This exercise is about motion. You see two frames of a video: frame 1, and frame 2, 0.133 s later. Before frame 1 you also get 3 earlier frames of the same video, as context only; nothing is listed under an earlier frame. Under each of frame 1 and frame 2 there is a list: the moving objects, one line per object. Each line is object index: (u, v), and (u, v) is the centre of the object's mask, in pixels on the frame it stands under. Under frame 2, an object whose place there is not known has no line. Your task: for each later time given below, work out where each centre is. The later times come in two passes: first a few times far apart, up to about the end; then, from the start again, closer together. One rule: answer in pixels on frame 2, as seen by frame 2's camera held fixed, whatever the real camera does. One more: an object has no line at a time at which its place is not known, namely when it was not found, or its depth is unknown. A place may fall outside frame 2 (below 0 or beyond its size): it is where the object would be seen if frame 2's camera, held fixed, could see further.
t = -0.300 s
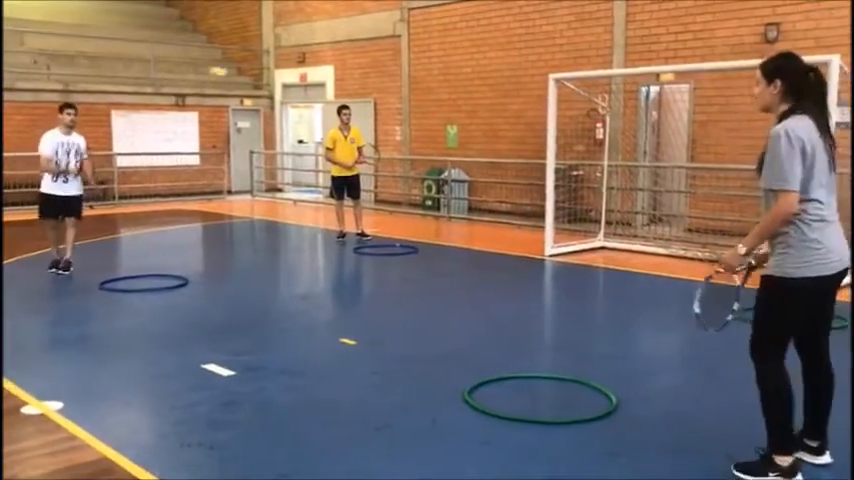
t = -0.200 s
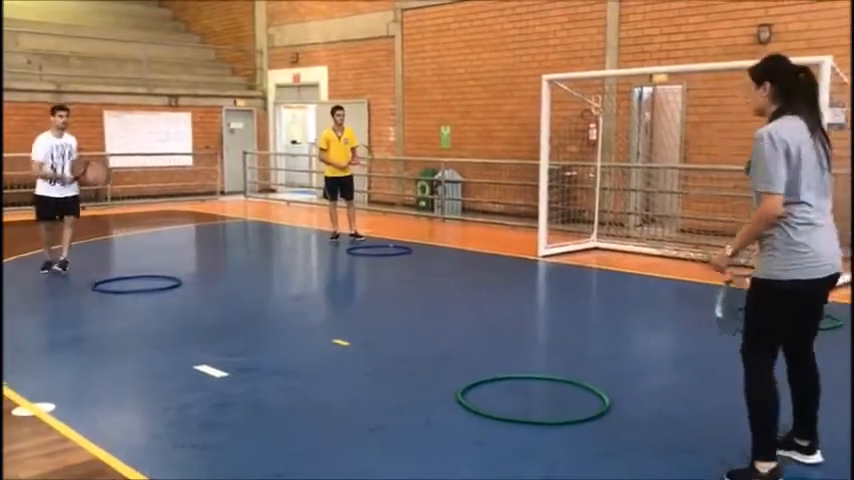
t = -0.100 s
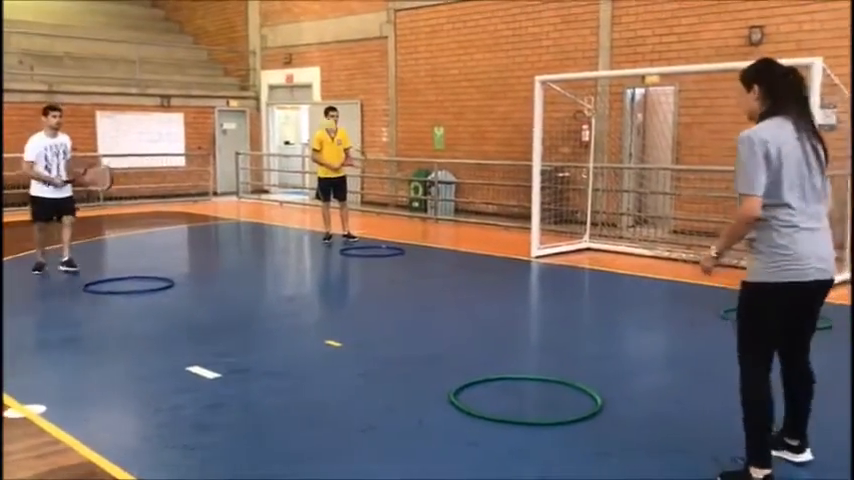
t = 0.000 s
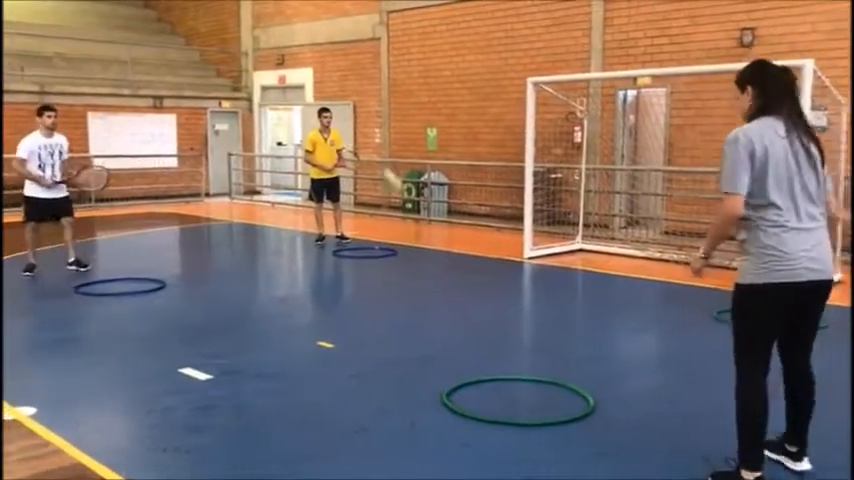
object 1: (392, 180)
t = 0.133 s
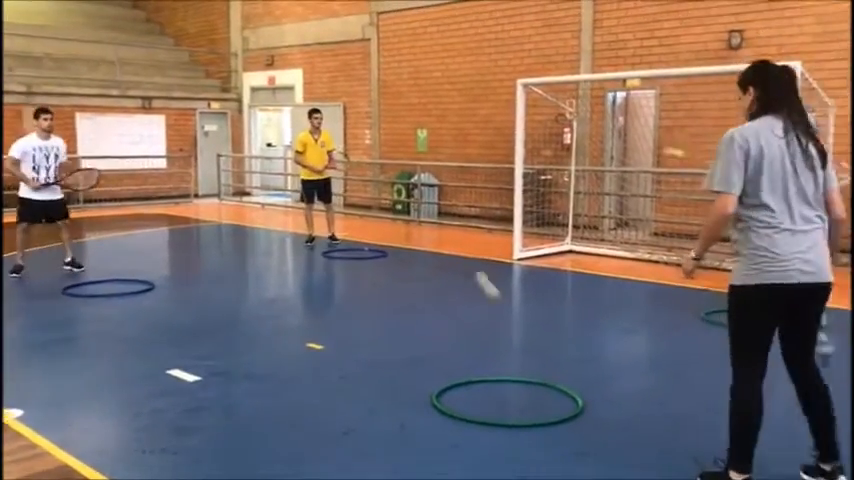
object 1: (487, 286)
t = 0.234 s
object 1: (570, 387)
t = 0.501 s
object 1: (529, 354)
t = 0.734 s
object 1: (477, 434)
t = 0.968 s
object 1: (415, 430)
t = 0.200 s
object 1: (543, 353)
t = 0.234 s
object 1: (570, 387)
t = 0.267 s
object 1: (570, 385)
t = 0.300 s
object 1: (565, 375)
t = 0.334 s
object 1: (559, 366)
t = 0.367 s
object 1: (554, 359)
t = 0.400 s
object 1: (548, 355)
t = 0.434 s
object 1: (541, 353)
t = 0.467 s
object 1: (535, 352)
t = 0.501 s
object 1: (529, 354)
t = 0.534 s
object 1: (522, 357)
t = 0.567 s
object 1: (515, 363)
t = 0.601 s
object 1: (508, 372)
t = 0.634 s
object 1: (501, 383)
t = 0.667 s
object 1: (493, 398)
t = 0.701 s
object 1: (486, 414)
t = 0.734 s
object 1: (477, 434)
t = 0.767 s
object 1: (469, 450)
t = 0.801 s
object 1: (460, 442)
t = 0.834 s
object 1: (452, 435)
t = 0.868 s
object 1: (443, 429)
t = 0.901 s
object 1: (434, 427)
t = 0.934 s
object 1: (424, 427)
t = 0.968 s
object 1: (415, 430)
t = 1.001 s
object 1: (405, 435)
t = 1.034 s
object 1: (395, 442)
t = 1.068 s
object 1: (384, 453)
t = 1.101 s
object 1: (374, 464)
